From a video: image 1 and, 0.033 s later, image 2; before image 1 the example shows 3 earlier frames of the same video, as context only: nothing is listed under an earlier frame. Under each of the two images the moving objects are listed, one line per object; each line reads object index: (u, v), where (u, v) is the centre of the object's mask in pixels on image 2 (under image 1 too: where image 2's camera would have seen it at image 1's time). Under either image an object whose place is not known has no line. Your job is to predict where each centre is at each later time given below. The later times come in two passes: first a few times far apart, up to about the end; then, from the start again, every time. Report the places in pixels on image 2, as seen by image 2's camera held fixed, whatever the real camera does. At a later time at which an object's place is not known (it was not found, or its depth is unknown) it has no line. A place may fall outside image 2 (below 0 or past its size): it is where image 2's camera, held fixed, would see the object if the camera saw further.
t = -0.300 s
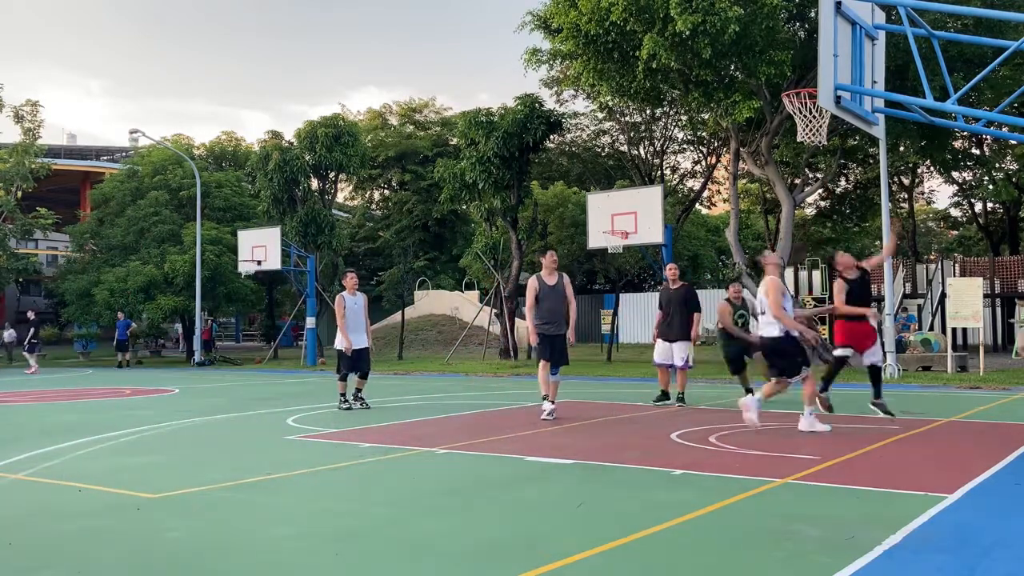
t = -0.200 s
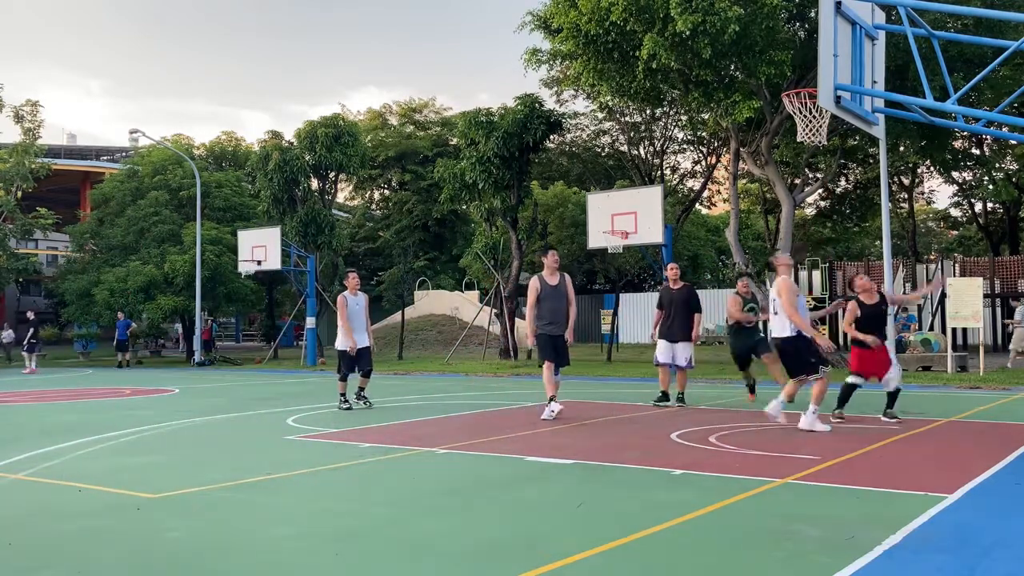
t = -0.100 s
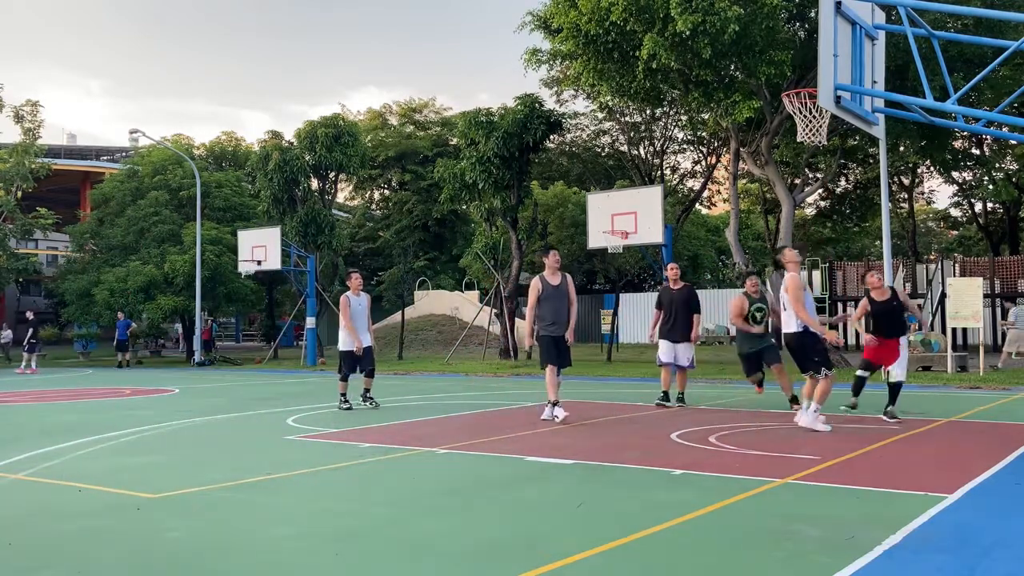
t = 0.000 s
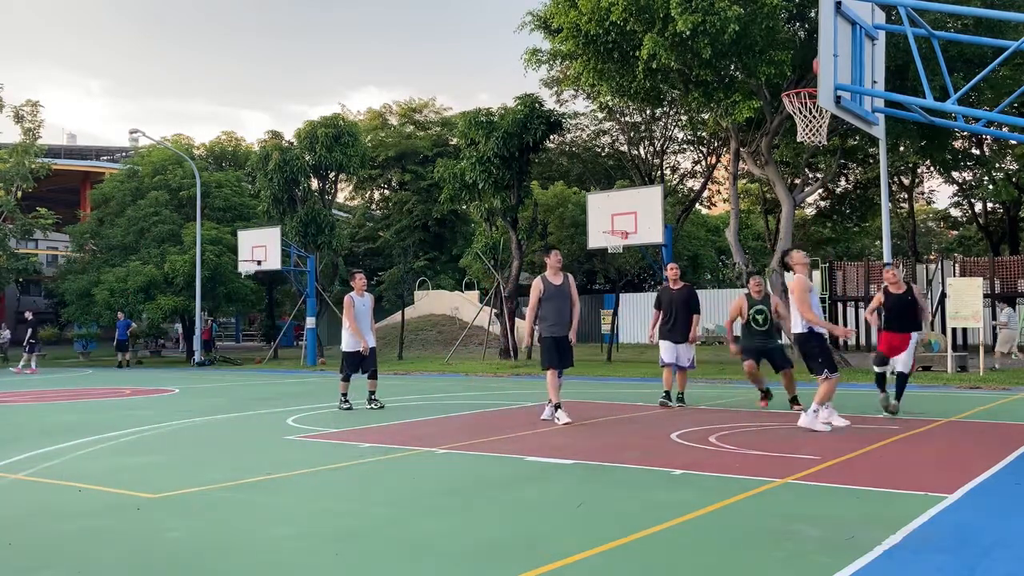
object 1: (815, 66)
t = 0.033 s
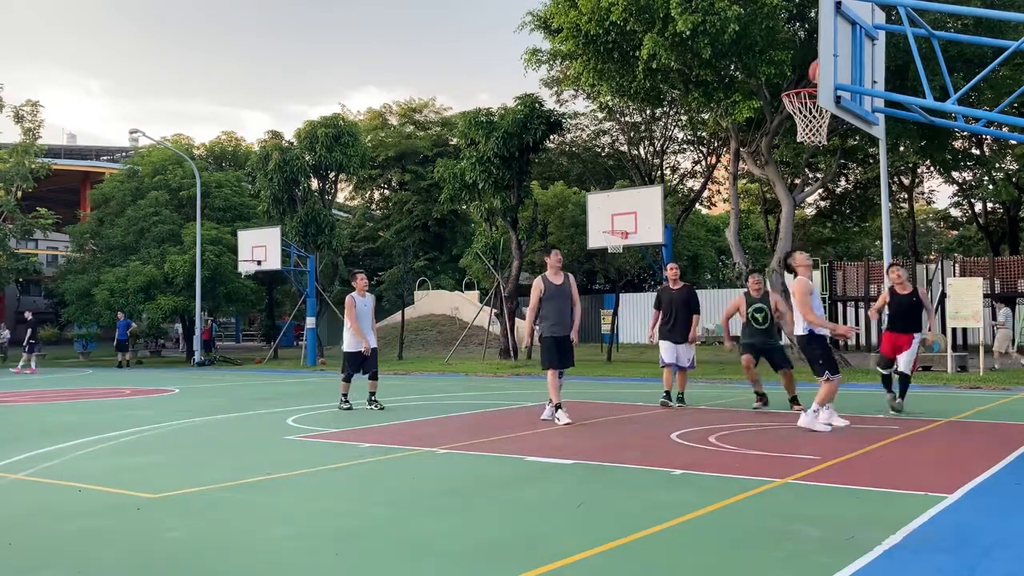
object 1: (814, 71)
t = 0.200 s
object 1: (807, 76)
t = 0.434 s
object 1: (802, 83)
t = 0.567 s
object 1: (798, 108)
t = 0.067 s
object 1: (812, 79)
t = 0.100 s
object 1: (810, 85)
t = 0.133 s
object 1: (809, 80)
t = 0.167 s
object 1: (808, 78)
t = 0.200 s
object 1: (807, 76)
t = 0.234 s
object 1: (807, 74)
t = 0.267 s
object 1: (806, 73)
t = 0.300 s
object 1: (805, 74)
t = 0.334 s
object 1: (804, 75)
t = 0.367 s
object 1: (803, 77)
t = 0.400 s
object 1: (803, 80)
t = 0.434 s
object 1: (802, 83)
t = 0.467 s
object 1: (801, 86)
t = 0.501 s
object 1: (799, 101)
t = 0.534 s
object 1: (796, 107)
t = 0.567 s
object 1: (798, 108)
